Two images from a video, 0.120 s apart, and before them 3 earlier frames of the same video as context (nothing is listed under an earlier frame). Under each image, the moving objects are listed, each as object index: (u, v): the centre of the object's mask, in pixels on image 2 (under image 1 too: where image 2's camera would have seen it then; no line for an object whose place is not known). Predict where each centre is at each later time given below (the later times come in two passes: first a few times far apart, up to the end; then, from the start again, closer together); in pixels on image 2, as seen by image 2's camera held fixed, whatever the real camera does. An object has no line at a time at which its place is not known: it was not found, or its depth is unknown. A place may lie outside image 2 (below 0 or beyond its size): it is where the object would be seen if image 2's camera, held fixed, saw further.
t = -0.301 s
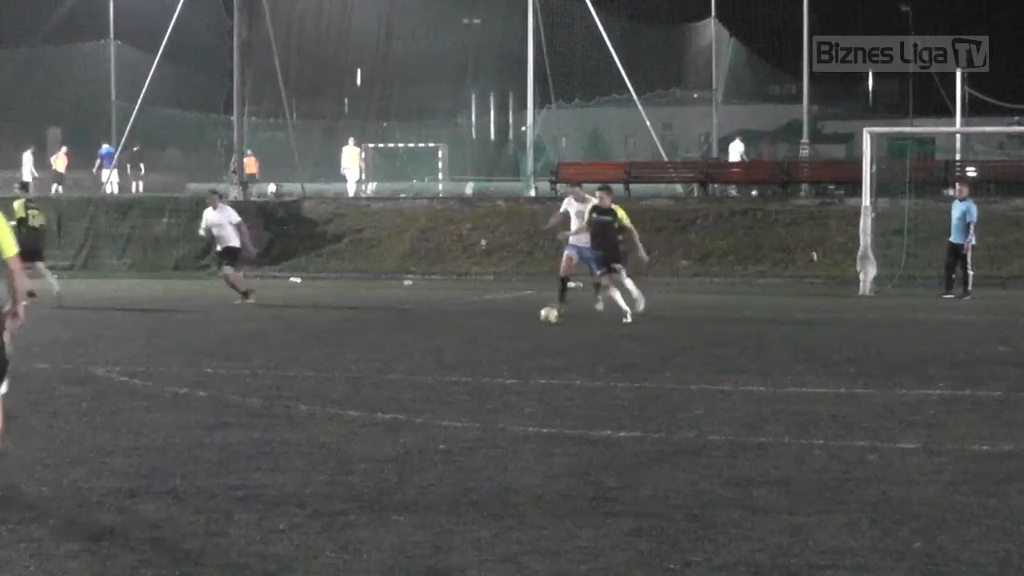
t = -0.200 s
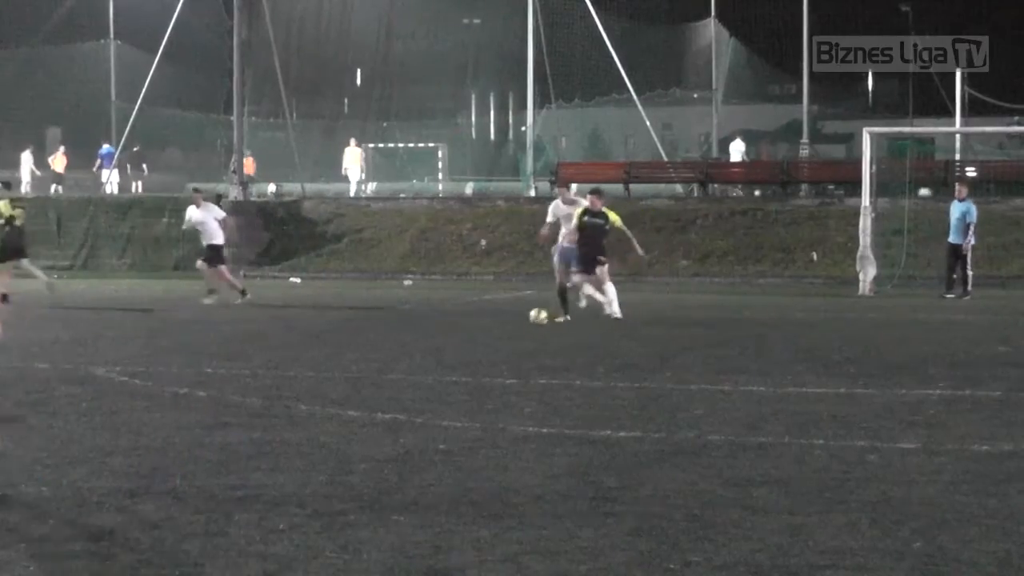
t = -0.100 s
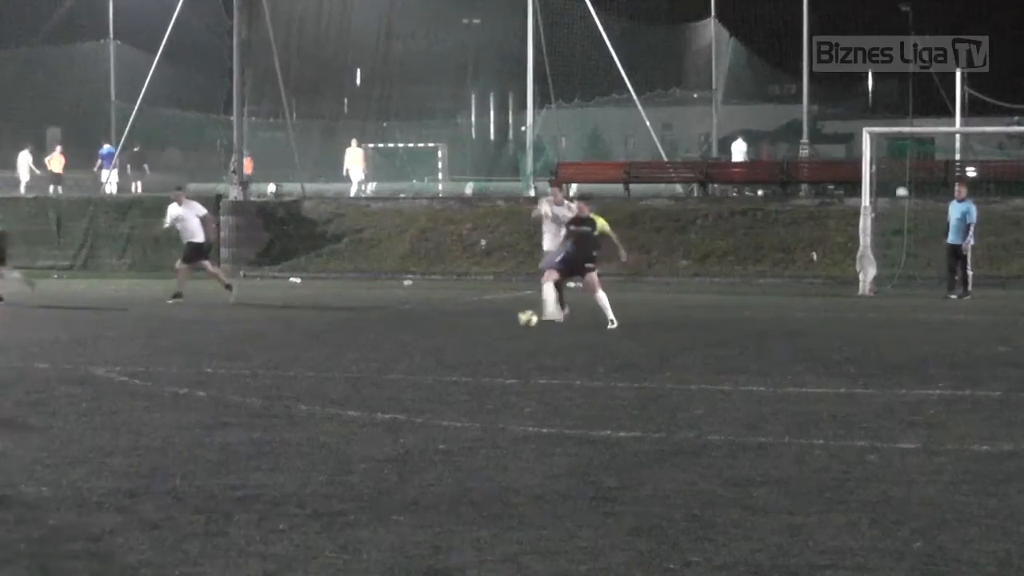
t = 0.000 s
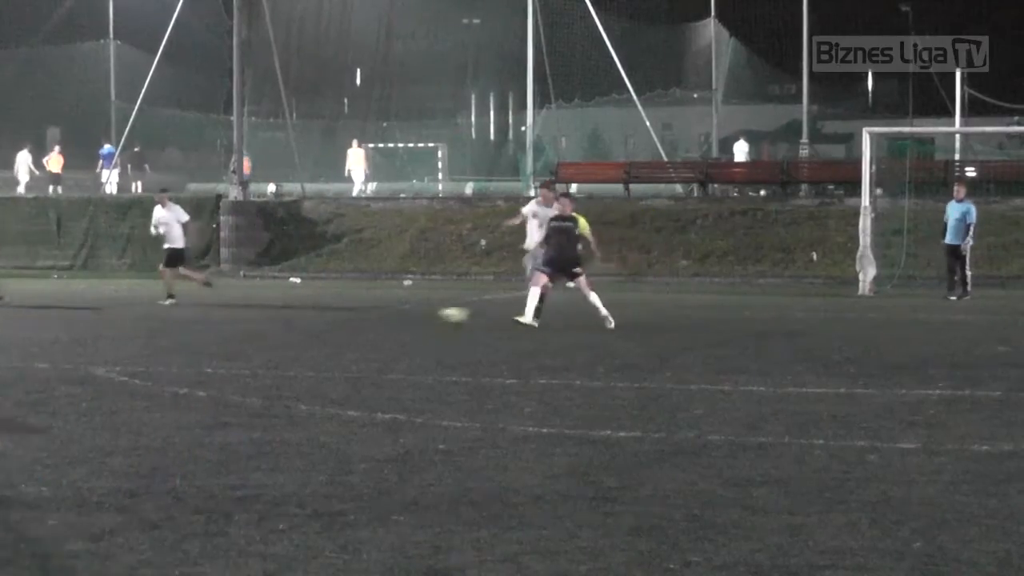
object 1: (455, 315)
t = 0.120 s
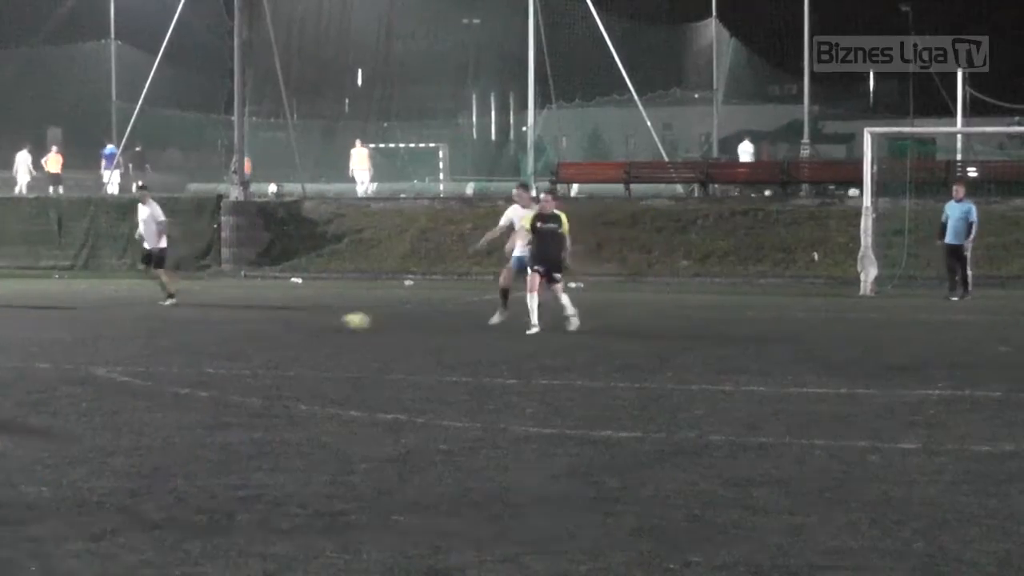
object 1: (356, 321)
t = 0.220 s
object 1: (282, 320)
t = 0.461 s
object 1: (127, 323)
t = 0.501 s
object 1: (103, 323)
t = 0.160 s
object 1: (326, 323)
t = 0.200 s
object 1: (296, 321)
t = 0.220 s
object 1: (282, 320)
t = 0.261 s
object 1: (254, 321)
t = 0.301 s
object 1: (225, 323)
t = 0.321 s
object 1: (211, 324)
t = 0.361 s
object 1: (184, 327)
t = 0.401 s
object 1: (160, 325)
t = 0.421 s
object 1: (148, 324)
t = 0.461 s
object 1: (127, 323)
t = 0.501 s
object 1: (103, 323)
